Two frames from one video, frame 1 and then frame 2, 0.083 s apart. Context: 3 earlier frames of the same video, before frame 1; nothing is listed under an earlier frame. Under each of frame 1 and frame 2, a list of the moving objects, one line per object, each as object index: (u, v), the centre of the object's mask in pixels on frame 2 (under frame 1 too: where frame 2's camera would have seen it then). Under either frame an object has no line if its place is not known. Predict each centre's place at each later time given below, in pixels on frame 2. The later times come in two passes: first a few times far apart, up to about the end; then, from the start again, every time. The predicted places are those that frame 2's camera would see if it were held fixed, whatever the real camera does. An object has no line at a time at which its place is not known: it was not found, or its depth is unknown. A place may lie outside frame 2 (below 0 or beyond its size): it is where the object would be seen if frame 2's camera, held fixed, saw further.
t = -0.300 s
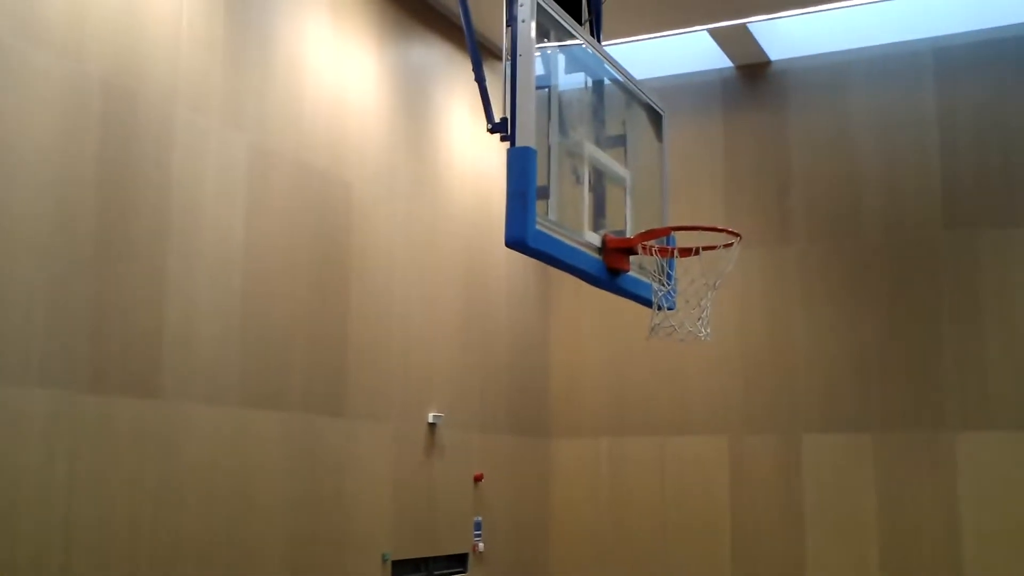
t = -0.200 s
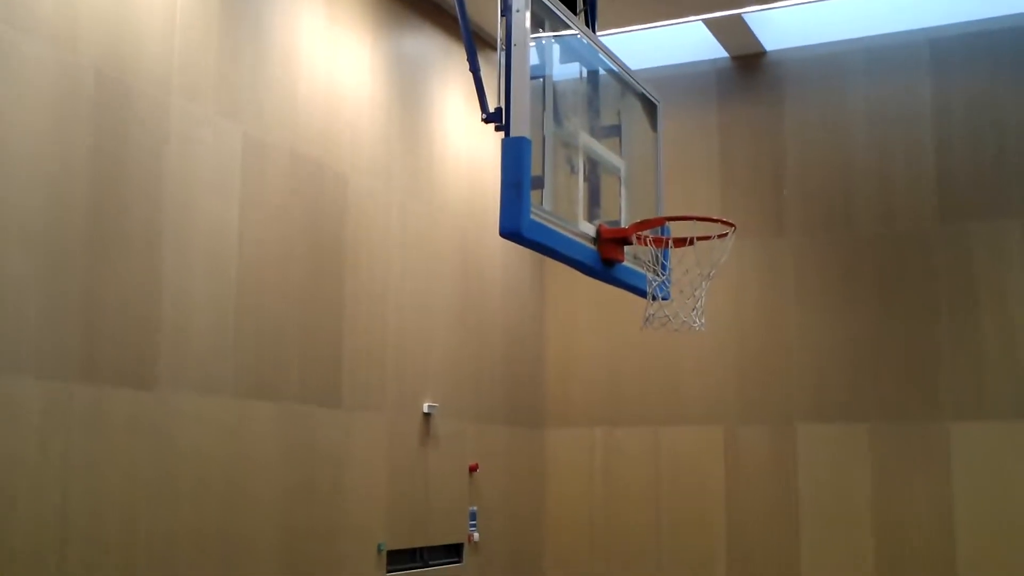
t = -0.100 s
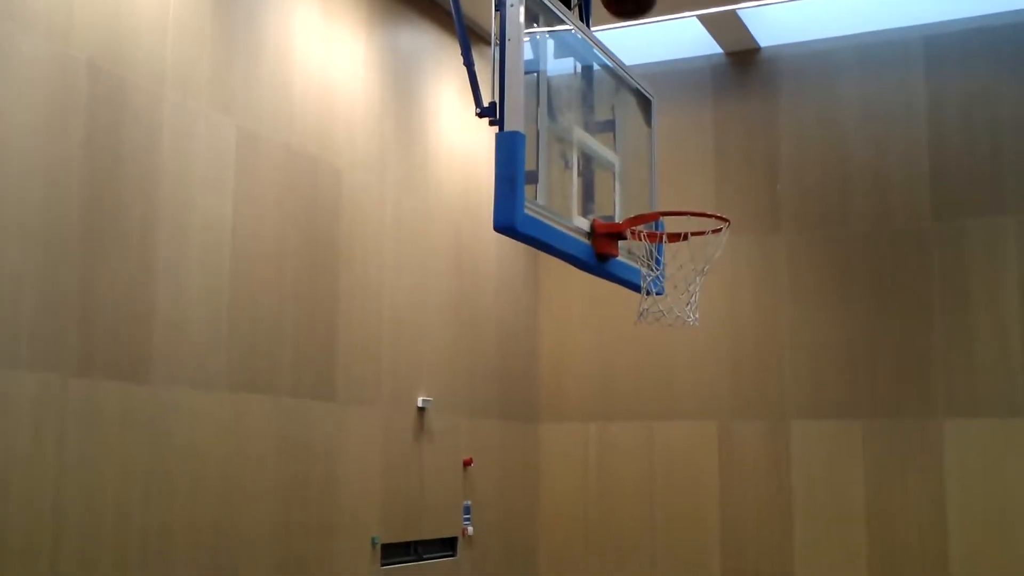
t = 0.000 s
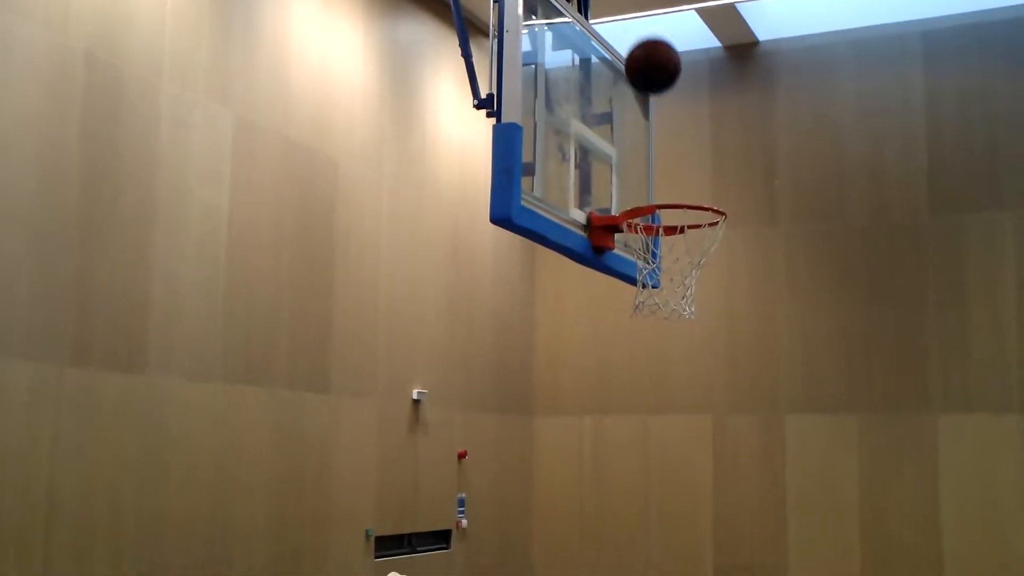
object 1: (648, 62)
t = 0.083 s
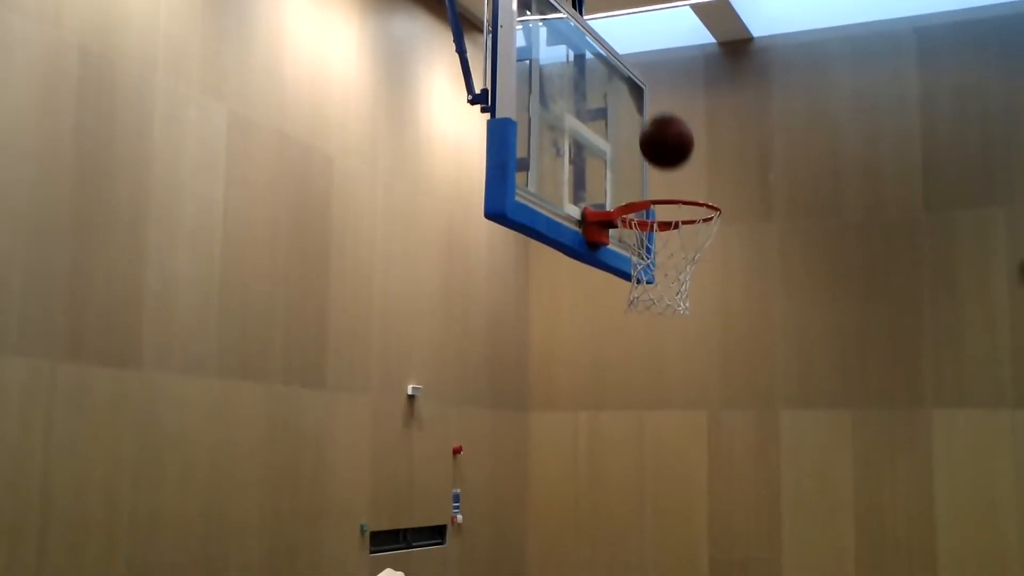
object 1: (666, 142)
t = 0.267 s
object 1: (693, 190)
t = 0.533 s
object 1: (726, 231)
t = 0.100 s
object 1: (670, 159)
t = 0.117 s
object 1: (674, 176)
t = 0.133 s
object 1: (677, 178)
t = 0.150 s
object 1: (679, 177)
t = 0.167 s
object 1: (681, 177)
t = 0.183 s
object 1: (683, 177)
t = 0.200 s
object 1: (685, 178)
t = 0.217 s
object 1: (687, 179)
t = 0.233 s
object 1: (688, 180)
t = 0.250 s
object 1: (691, 183)
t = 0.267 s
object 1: (693, 190)
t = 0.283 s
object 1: (694, 193)
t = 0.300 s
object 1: (696, 194)
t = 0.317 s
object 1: (698, 192)
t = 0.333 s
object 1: (699, 192)
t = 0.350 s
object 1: (701, 192)
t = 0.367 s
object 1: (705, 187)
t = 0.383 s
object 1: (707, 188)
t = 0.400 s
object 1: (709, 190)
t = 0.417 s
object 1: (711, 192)
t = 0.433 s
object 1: (714, 195)
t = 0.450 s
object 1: (717, 200)
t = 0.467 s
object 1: (719, 204)
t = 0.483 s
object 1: (723, 210)
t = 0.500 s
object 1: (724, 216)
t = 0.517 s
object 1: (726, 223)
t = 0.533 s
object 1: (726, 231)
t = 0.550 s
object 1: (725, 235)
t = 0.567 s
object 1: (725, 242)
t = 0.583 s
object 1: (725, 248)
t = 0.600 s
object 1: (726, 255)
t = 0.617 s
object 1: (728, 263)
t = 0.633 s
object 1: (729, 271)
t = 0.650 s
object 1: (731, 280)
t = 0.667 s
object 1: (733, 290)
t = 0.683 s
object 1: (734, 300)
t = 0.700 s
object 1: (735, 310)
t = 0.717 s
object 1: (737, 320)
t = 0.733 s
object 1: (738, 331)
